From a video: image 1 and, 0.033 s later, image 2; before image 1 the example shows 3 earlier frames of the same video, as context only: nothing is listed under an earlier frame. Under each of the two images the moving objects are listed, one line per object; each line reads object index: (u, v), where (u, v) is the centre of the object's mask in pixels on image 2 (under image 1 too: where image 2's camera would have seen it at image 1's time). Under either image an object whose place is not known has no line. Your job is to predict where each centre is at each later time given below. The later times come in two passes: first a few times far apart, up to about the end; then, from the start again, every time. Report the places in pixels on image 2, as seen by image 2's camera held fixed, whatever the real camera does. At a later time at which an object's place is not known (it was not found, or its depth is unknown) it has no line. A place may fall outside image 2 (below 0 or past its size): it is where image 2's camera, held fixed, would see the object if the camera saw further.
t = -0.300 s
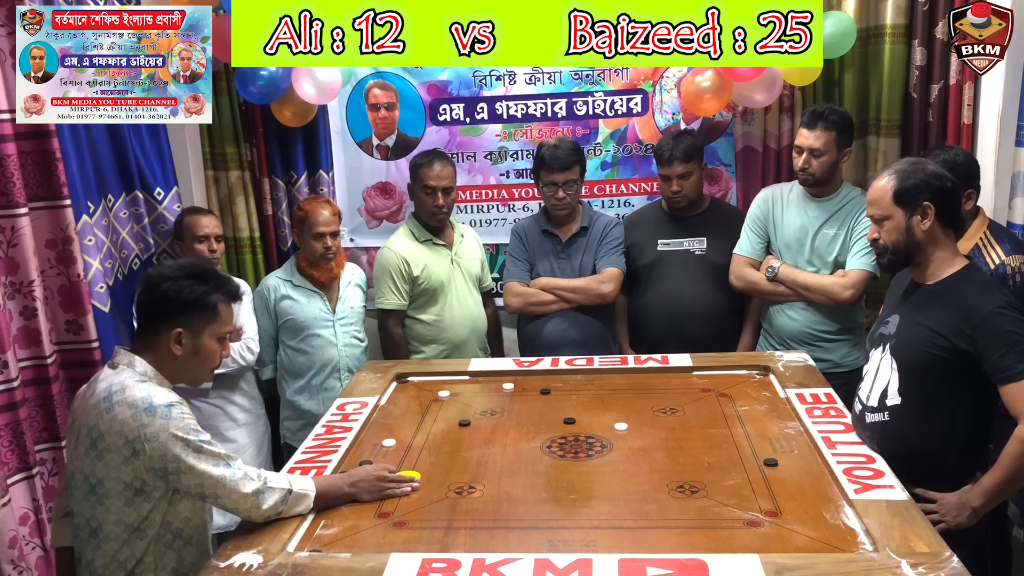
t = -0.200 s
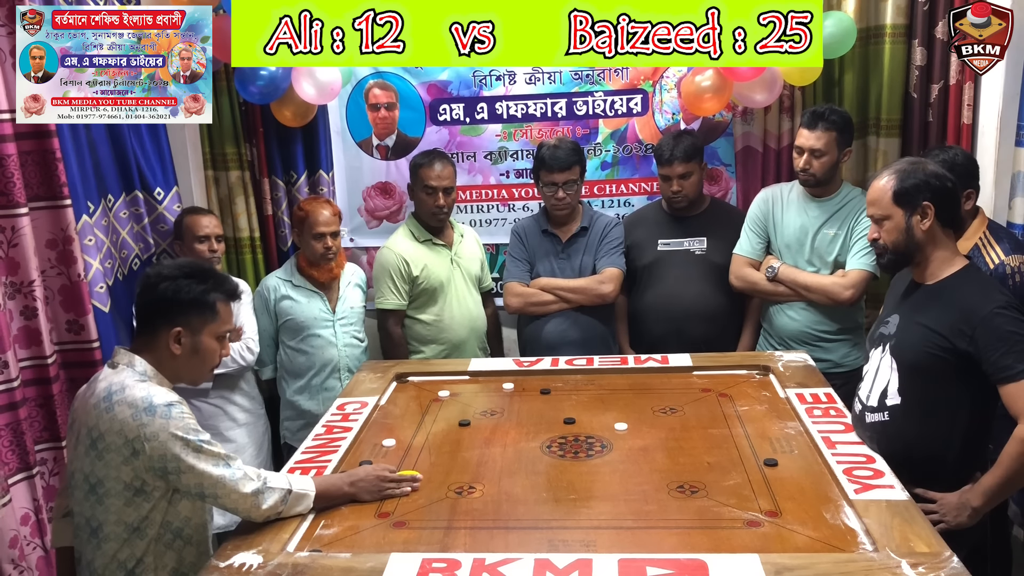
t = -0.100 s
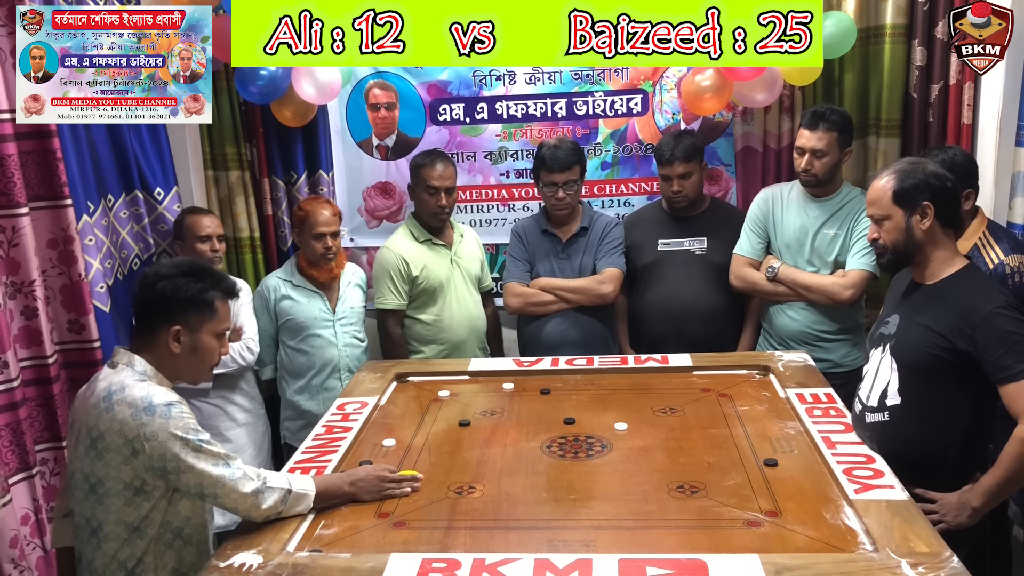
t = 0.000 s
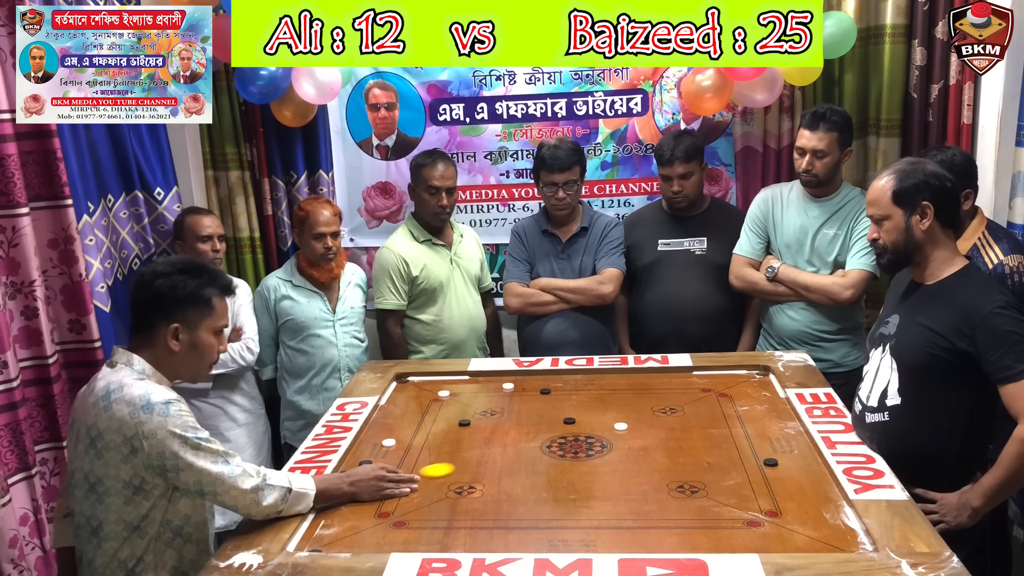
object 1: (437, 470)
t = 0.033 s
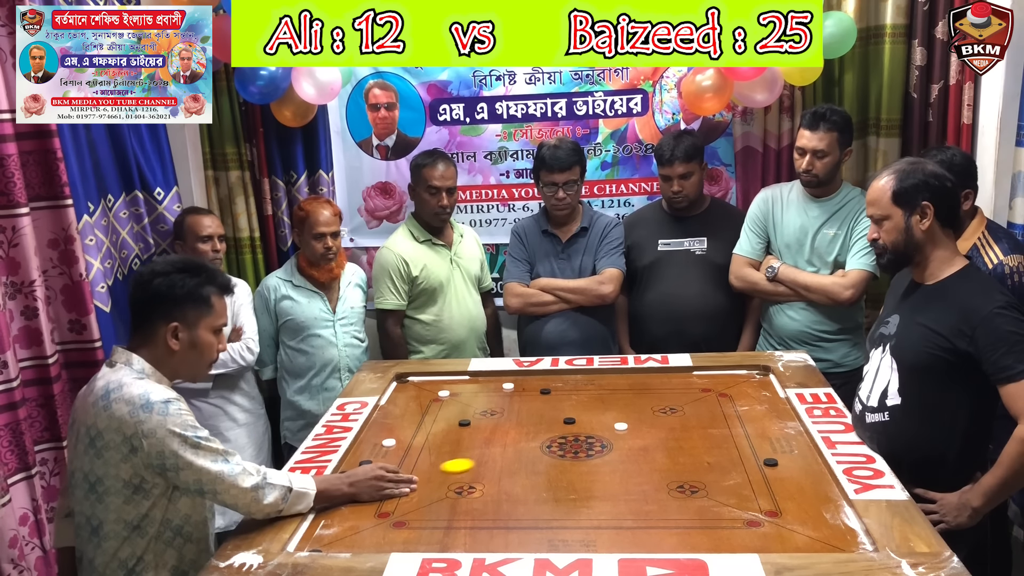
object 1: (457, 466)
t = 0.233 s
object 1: (549, 445)
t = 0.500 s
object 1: (624, 429)
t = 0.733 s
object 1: (655, 425)
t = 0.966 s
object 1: (664, 423)
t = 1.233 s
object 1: (664, 423)
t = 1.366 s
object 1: (664, 423)
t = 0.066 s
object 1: (475, 462)
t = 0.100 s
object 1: (493, 458)
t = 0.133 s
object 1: (509, 454)
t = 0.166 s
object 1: (523, 451)
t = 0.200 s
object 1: (536, 448)
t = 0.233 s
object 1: (549, 445)
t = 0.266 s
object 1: (561, 442)
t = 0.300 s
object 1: (573, 440)
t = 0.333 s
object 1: (583, 437)
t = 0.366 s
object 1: (593, 435)
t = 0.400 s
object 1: (603, 433)
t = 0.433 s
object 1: (611, 431)
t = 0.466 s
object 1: (618, 430)
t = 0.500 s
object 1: (624, 429)
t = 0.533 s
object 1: (629, 429)
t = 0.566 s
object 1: (634, 428)
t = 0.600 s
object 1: (639, 427)
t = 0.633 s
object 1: (644, 426)
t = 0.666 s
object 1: (648, 426)
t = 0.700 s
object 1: (651, 425)
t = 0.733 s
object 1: (655, 425)
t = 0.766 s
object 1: (657, 424)
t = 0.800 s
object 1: (659, 424)
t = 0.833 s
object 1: (661, 424)
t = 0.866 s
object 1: (663, 423)
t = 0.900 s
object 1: (664, 423)
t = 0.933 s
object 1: (664, 423)
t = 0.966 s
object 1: (664, 423)
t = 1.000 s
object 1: (664, 423)
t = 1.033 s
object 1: (664, 423)
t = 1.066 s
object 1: (664, 423)
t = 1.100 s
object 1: (664, 423)
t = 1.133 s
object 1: (664, 423)
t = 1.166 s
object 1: (664, 423)
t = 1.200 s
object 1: (664, 423)
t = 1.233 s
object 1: (664, 423)
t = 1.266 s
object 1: (664, 423)
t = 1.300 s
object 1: (664, 423)
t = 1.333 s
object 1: (664, 423)
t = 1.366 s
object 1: (664, 423)
